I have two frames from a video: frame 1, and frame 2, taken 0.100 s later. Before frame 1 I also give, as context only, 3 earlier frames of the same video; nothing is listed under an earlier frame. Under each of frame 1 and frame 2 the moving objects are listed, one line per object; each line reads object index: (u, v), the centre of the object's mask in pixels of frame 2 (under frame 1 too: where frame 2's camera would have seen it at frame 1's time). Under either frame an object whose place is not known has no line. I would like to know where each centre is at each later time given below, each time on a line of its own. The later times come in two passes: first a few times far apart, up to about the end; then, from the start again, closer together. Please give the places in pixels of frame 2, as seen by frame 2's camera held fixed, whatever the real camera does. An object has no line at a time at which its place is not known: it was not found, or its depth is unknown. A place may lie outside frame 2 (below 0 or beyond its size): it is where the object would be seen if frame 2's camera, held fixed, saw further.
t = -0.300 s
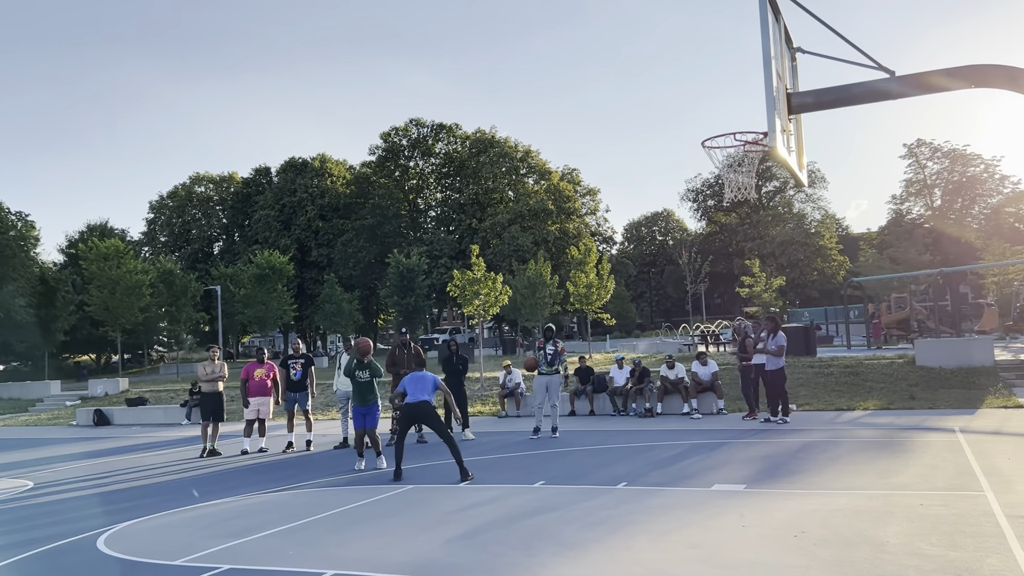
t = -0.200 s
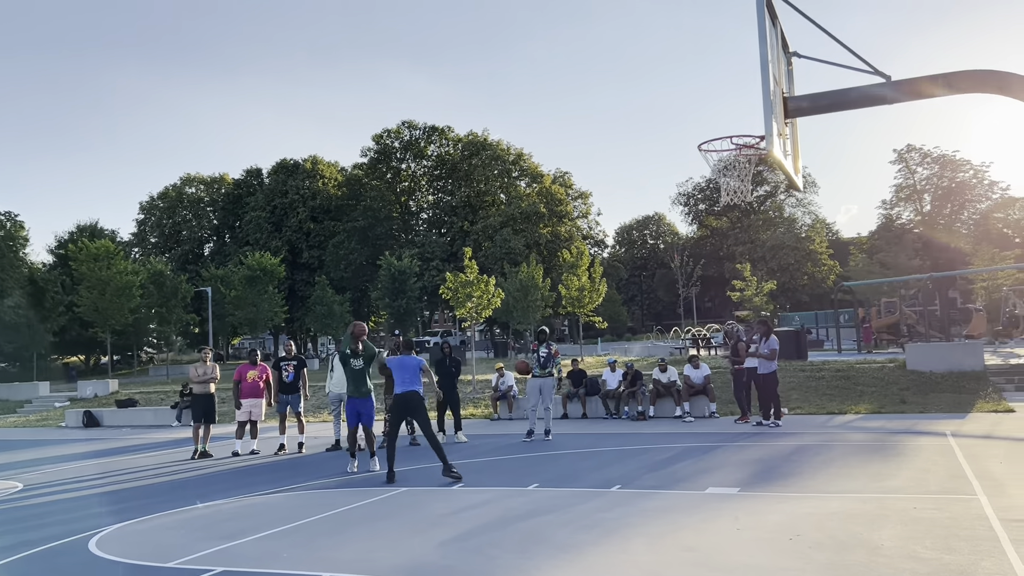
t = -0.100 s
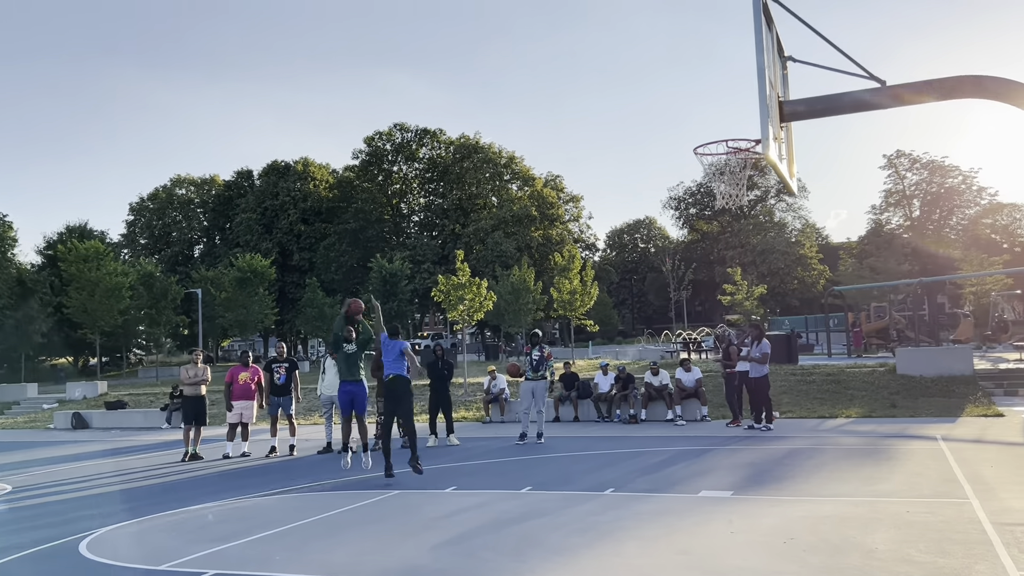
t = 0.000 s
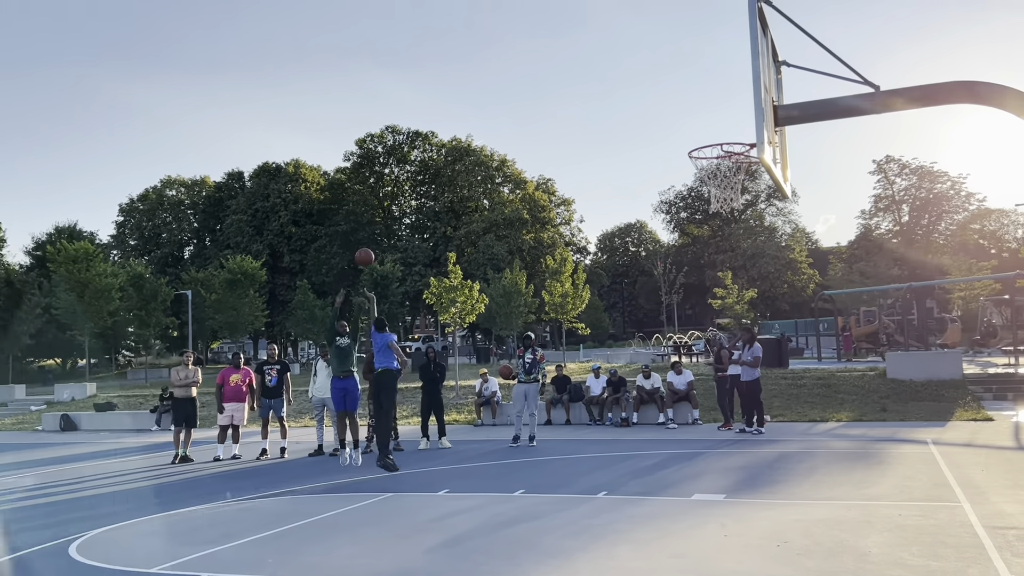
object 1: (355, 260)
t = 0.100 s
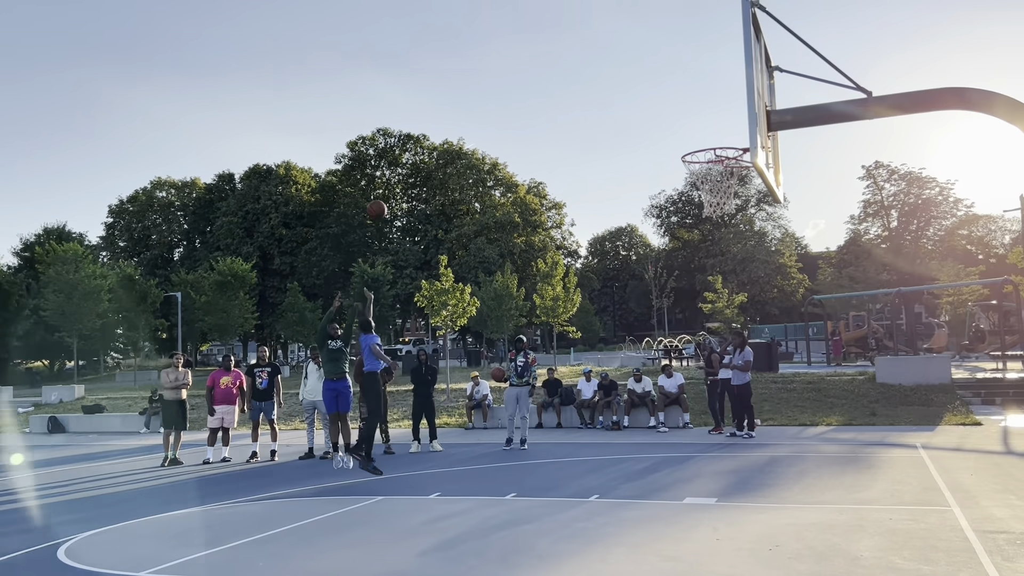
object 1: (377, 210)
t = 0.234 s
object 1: (406, 151)
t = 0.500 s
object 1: (471, 64)
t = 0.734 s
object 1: (541, 30)
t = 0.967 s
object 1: (627, 45)
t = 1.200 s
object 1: (736, 130)
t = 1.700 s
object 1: (631, 87)
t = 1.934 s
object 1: (586, 164)
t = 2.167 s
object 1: (543, 304)
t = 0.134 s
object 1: (384, 195)
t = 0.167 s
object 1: (391, 180)
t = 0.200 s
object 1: (398, 165)
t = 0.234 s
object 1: (406, 151)
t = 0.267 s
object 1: (413, 138)
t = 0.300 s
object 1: (421, 125)
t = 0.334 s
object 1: (429, 113)
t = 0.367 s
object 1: (436, 102)
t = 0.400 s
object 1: (445, 91)
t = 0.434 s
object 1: (454, 81)
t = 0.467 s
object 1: (462, 73)
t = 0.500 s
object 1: (471, 64)
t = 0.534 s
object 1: (480, 57)
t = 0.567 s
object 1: (490, 50)
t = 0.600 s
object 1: (499, 44)
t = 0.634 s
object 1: (509, 39)
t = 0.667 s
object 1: (519, 35)
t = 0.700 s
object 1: (530, 32)
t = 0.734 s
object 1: (541, 30)
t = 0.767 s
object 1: (552, 29)
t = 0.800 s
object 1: (564, 28)
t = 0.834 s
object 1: (576, 29)
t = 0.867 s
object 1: (588, 31)
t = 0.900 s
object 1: (601, 35)
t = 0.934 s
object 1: (614, 39)
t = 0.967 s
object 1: (627, 45)
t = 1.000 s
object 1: (641, 52)
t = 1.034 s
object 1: (655, 61)
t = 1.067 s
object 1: (670, 71)
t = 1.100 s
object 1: (686, 83)
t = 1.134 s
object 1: (702, 96)
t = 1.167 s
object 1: (719, 111)
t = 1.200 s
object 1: (736, 130)
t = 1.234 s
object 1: (737, 127)
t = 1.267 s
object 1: (732, 115)
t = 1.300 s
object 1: (723, 104)
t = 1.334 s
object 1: (714, 95)
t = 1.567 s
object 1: (660, 71)
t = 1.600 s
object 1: (652, 73)
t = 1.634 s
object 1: (645, 76)
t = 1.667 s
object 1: (638, 81)
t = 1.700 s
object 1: (631, 87)
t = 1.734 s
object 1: (624, 93)
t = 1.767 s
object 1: (617, 102)
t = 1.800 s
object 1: (611, 111)
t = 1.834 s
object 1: (605, 122)
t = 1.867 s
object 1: (598, 135)
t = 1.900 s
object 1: (592, 149)
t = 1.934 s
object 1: (586, 164)
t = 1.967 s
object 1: (580, 180)
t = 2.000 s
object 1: (574, 197)
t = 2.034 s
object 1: (568, 216)
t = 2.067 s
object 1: (563, 237)
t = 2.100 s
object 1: (556, 258)
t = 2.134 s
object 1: (550, 279)
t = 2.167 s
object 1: (543, 304)
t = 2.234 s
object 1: (530, 351)
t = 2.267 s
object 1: (523, 379)
